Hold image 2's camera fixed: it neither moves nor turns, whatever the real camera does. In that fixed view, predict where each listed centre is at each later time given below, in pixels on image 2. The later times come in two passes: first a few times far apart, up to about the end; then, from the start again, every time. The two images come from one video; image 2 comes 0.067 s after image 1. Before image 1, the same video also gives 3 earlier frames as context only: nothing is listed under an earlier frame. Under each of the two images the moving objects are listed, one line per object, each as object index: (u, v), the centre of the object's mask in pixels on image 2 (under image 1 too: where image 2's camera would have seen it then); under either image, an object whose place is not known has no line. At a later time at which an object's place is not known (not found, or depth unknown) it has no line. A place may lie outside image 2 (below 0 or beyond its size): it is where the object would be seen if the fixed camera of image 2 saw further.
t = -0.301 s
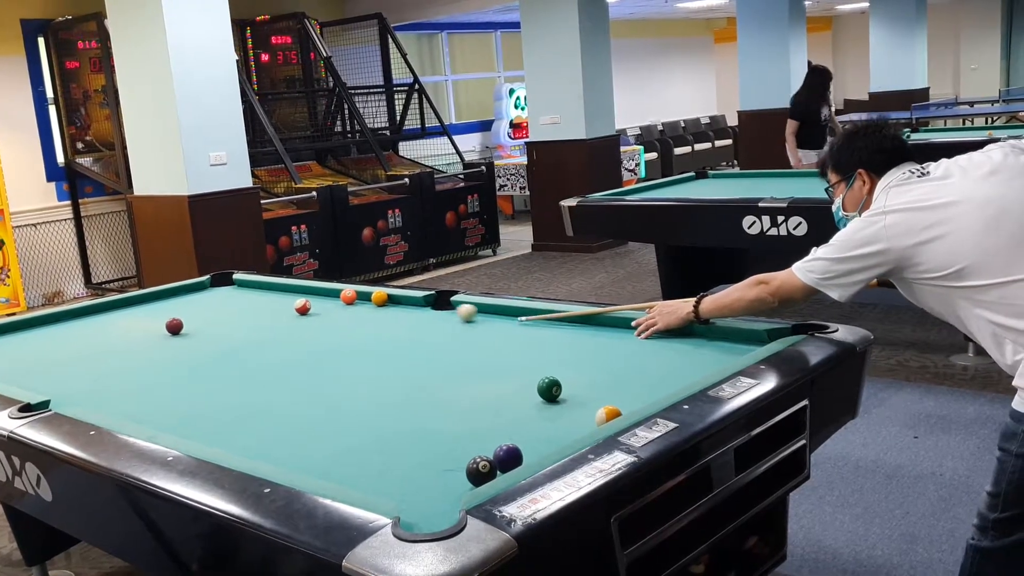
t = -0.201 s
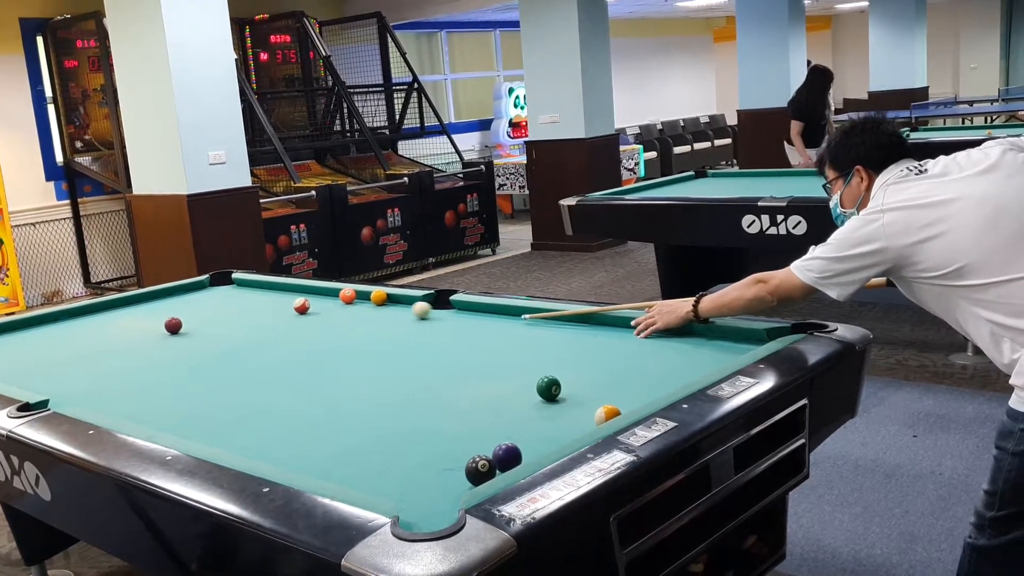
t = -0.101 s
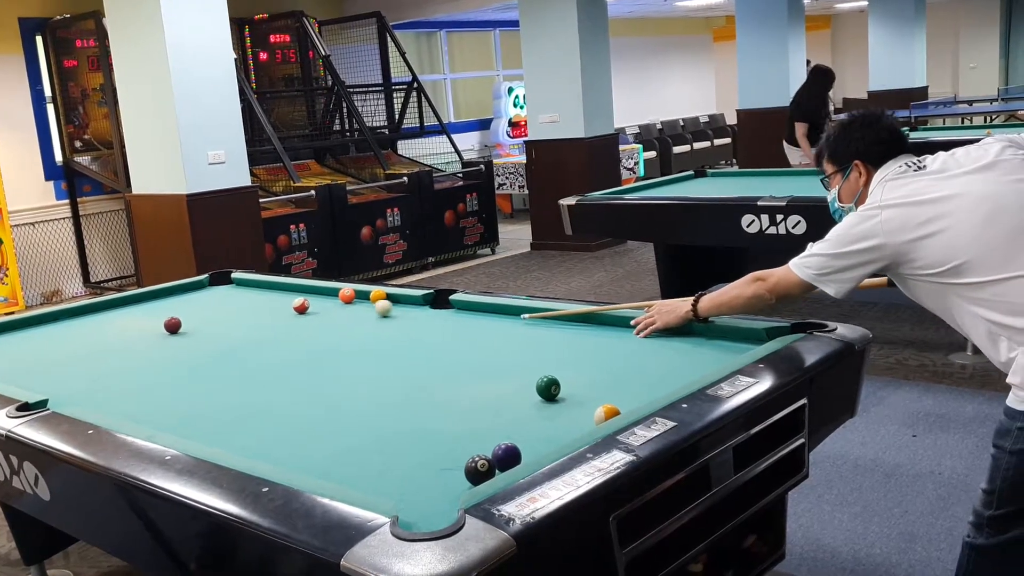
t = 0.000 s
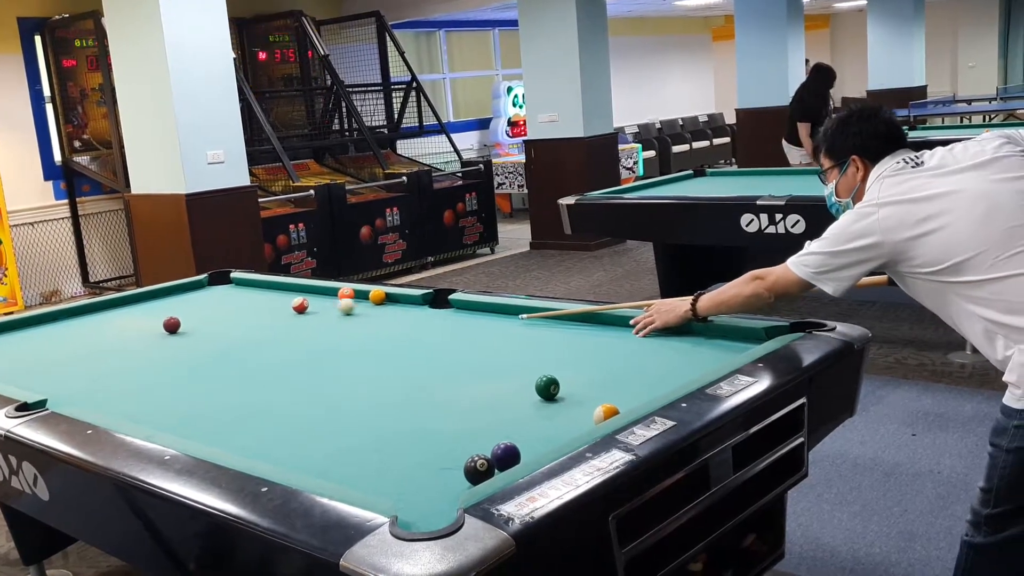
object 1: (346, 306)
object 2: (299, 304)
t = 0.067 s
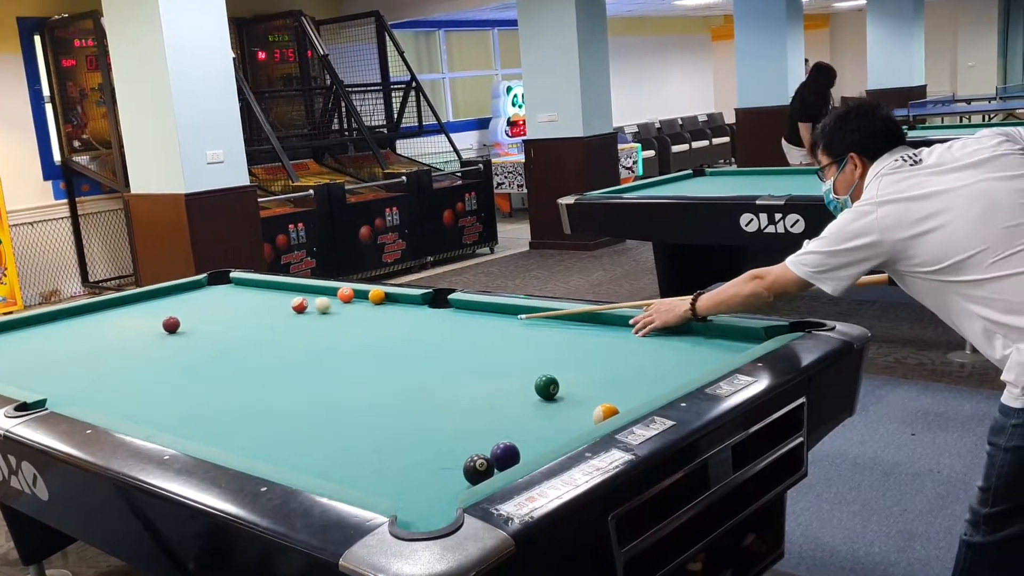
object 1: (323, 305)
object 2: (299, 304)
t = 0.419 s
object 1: (301, 300)
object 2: (220, 305)
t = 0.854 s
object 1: (282, 295)
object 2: (137, 304)
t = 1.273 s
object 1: (268, 290)
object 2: (104, 307)
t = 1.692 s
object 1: (257, 287)
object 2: (112, 313)
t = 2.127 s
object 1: (249, 284)
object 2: (121, 319)
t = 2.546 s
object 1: (239, 283)
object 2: (128, 324)
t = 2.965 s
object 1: (232, 282)
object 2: (138, 328)
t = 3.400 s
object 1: (229, 282)
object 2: (148, 332)
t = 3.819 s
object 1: (229, 282)
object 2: (157, 335)
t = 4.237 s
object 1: (229, 282)
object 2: (164, 336)
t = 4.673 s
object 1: (229, 282)
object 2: (170, 337)
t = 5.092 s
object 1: (229, 282)
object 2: (174, 337)
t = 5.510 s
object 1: (229, 282)
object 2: (174, 337)
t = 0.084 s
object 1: (317, 305)
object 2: (299, 305)
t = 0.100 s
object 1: (314, 305)
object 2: (297, 304)
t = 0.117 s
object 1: (314, 304)
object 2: (291, 304)
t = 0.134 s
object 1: (314, 304)
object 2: (286, 304)
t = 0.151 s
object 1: (314, 304)
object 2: (281, 304)
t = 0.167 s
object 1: (314, 304)
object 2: (277, 304)
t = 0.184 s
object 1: (314, 303)
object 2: (272, 305)
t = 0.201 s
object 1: (313, 303)
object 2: (267, 304)
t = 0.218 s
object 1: (312, 303)
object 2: (264, 304)
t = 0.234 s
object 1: (311, 303)
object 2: (259, 304)
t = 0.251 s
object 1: (310, 303)
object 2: (256, 304)
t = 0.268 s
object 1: (309, 302)
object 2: (253, 305)
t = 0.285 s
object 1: (308, 302)
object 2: (249, 305)
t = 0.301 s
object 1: (307, 302)
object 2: (245, 305)
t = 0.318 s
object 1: (307, 302)
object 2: (242, 305)
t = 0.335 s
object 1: (306, 301)
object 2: (238, 305)
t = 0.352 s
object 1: (305, 301)
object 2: (234, 304)
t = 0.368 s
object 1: (304, 301)
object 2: (231, 304)
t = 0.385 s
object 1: (303, 301)
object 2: (227, 304)
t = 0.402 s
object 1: (302, 300)
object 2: (224, 304)
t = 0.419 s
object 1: (301, 300)
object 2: (220, 305)
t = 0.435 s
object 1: (301, 300)
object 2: (217, 304)
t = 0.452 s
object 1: (300, 300)
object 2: (214, 305)
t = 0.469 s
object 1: (299, 300)
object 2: (210, 305)
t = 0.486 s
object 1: (298, 299)
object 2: (207, 304)
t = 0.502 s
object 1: (297, 299)
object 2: (203, 305)
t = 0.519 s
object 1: (297, 299)
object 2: (200, 305)
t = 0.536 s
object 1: (296, 299)
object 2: (197, 305)
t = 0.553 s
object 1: (295, 298)
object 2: (194, 305)
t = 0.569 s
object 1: (294, 298)
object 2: (191, 305)
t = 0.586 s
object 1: (293, 298)
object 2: (187, 305)
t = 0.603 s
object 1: (293, 298)
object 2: (184, 305)
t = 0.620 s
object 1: (292, 297)
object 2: (181, 305)
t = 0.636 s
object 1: (291, 297)
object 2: (177, 305)
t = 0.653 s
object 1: (290, 297)
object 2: (174, 305)
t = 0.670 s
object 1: (290, 297)
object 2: (171, 304)
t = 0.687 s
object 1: (289, 297)
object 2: (168, 305)
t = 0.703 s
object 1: (288, 296)
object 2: (164, 304)
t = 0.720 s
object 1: (288, 296)
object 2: (162, 304)
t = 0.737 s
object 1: (287, 296)
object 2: (159, 304)
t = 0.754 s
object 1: (286, 296)
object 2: (156, 304)
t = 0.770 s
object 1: (285, 296)
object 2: (152, 304)
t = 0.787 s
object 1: (285, 295)
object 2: (149, 304)
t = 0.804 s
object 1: (284, 295)
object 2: (146, 304)
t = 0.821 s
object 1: (283, 295)
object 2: (143, 304)
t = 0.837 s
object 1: (283, 295)
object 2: (140, 304)
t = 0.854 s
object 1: (282, 295)
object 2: (137, 304)
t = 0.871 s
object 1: (281, 294)
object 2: (135, 304)
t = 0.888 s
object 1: (281, 294)
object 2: (132, 304)
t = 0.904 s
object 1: (280, 294)
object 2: (129, 304)
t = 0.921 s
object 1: (280, 294)
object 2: (126, 304)
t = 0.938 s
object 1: (279, 294)
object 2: (123, 304)
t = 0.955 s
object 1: (278, 294)
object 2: (120, 304)
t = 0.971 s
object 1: (278, 293)
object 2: (117, 304)
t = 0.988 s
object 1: (277, 293)
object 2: (114, 304)
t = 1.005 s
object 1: (277, 293)
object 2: (111, 304)
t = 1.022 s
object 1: (276, 293)
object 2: (108, 304)
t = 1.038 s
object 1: (276, 292)
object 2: (106, 304)
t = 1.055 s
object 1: (275, 292)
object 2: (103, 305)
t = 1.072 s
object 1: (274, 292)
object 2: (101, 305)
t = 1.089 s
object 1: (274, 292)
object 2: (101, 305)
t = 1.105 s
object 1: (273, 292)
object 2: (101, 305)
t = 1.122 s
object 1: (273, 292)
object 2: (101, 305)
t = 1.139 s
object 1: (272, 292)
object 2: (101, 305)
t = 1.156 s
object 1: (272, 292)
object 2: (102, 305)
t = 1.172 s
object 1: (271, 291)
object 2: (102, 305)
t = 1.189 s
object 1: (271, 291)
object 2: (102, 306)
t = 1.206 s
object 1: (270, 291)
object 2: (103, 306)
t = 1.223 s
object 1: (269, 290)
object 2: (103, 306)
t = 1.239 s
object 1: (269, 290)
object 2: (103, 306)
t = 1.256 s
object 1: (268, 290)
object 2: (103, 307)
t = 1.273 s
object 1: (268, 290)
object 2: (104, 307)
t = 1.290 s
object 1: (267, 290)
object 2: (104, 307)
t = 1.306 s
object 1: (267, 290)
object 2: (104, 307)
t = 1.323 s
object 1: (266, 290)
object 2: (104, 308)
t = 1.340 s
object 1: (266, 289)
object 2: (105, 308)
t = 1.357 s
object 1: (265, 289)
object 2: (105, 308)
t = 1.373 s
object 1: (265, 289)
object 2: (106, 308)
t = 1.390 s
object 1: (264, 289)
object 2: (106, 309)
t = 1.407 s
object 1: (264, 289)
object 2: (106, 309)
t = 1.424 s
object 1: (263, 289)
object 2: (106, 309)
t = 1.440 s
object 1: (263, 289)
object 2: (107, 310)
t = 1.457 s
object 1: (263, 289)
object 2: (107, 310)
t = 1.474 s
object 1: (262, 288)
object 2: (107, 310)
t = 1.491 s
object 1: (262, 288)
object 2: (108, 310)
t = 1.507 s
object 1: (261, 288)
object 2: (108, 310)
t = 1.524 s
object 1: (261, 288)
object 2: (109, 311)
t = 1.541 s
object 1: (260, 288)
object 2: (109, 311)
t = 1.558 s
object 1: (260, 288)
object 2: (109, 311)
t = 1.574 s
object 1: (260, 288)
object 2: (109, 311)
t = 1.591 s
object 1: (259, 287)
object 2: (110, 312)
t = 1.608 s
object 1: (259, 287)
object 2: (110, 312)
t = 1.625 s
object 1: (258, 287)
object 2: (110, 312)
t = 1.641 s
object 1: (258, 287)
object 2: (110, 312)
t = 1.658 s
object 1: (258, 287)
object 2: (111, 312)
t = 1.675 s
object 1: (257, 287)
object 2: (111, 313)
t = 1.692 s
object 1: (257, 287)
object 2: (112, 313)
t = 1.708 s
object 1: (256, 286)
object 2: (112, 313)
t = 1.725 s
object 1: (256, 286)
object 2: (112, 313)
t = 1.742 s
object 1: (256, 286)
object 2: (113, 314)
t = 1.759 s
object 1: (255, 286)
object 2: (113, 314)
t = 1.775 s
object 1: (255, 286)
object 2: (113, 314)
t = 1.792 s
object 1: (255, 286)
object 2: (114, 314)
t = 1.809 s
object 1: (254, 286)
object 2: (114, 315)
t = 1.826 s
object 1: (254, 286)
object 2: (114, 315)
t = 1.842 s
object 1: (254, 286)
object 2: (114, 315)
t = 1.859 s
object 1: (253, 285)
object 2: (115, 315)
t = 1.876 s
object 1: (253, 285)
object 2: (115, 315)
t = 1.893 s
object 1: (252, 285)
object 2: (116, 316)
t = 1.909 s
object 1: (252, 285)
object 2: (116, 316)
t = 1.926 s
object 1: (252, 285)
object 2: (116, 316)
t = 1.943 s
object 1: (252, 285)
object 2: (117, 317)
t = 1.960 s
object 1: (251, 285)
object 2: (117, 317)
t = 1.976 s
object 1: (251, 285)
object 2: (117, 317)
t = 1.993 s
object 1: (251, 285)
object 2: (117, 318)
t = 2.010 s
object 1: (250, 284)
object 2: (118, 318)
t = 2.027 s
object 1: (250, 284)
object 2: (119, 318)
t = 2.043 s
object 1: (250, 284)
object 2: (119, 318)
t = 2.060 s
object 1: (250, 284)
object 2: (119, 318)
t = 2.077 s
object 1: (249, 284)
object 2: (119, 318)
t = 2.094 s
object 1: (249, 284)
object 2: (120, 319)
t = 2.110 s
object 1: (249, 284)
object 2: (120, 319)
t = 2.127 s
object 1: (249, 284)
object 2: (121, 319)
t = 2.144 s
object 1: (248, 284)
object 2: (121, 319)
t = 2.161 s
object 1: (248, 283)
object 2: (121, 320)
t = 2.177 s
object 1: (248, 283)
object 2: (122, 320)
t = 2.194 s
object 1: (248, 283)
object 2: (122, 320)
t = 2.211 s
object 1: (247, 283)
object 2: (122, 320)
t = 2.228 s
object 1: (247, 283)
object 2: (123, 320)
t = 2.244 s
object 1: (247, 283)
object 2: (123, 320)
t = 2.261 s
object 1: (246, 283)
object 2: (123, 321)
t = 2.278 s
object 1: (246, 283)
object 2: (123, 321)
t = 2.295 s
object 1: (246, 283)
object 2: (124, 321)
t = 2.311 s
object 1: (245, 283)
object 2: (124, 321)
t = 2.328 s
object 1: (245, 283)
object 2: (124, 321)
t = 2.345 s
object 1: (244, 283)
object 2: (125, 322)
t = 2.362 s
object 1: (244, 283)
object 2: (125, 322)
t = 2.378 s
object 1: (243, 283)
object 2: (125, 322)
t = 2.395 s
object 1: (243, 283)
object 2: (126, 322)
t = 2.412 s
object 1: (243, 283)
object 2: (126, 323)
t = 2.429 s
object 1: (242, 283)
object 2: (127, 323)
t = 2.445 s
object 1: (242, 283)
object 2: (127, 323)
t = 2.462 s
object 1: (241, 283)
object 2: (127, 323)
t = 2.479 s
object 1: (241, 283)
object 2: (127, 323)
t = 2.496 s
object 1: (241, 283)
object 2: (128, 323)
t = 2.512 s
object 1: (240, 283)
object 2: (128, 324)
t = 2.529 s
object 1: (240, 283)
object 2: (128, 324)
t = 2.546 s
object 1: (239, 283)
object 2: (128, 324)
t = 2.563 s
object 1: (239, 283)
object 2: (129, 324)
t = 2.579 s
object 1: (239, 283)
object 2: (129, 325)
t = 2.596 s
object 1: (238, 283)
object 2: (129, 325)
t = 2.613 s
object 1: (238, 283)
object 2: (130, 325)
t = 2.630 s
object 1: (237, 283)
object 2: (131, 325)
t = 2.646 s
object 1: (237, 283)
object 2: (131, 325)
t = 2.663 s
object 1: (237, 283)
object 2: (131, 326)
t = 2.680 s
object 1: (237, 283)
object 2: (132, 325)
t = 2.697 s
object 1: (236, 283)
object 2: (132, 326)
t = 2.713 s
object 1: (236, 283)
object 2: (133, 326)
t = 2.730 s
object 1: (236, 283)
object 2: (133, 326)
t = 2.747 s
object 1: (235, 283)
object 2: (133, 326)
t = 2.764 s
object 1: (235, 283)
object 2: (134, 326)
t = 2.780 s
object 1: (235, 283)
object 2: (134, 326)
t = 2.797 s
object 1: (235, 283)
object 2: (135, 327)
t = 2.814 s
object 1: (234, 283)
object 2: (135, 327)
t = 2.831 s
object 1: (234, 283)
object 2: (135, 327)
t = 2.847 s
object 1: (234, 283)
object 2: (136, 327)
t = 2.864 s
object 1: (234, 283)
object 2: (136, 327)
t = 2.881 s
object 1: (233, 282)
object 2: (136, 327)
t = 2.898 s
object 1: (233, 282)
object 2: (136, 327)
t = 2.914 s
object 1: (233, 283)
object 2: (137, 328)
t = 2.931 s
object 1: (233, 282)
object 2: (137, 328)
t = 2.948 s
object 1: (232, 282)
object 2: (138, 328)
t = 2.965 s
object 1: (232, 282)
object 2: (138, 328)
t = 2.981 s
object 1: (232, 282)
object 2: (139, 328)
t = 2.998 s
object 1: (232, 282)
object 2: (139, 328)
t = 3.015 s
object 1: (232, 282)
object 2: (139, 329)
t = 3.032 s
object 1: (232, 282)
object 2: (140, 329)
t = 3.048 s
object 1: (231, 282)
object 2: (140, 329)
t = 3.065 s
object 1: (231, 282)
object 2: (140, 329)
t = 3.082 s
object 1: (231, 282)
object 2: (141, 329)
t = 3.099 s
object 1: (231, 282)
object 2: (141, 329)
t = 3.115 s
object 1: (231, 282)
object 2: (142, 329)
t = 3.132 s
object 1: (231, 282)
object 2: (142, 329)
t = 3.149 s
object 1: (231, 282)
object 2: (142, 330)
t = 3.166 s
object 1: (230, 282)
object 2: (143, 330)
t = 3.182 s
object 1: (230, 282)
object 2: (143, 330)
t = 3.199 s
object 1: (230, 282)
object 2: (143, 330)
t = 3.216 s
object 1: (230, 282)
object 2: (144, 330)
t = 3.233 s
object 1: (230, 282)
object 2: (144, 330)
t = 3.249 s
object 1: (230, 282)
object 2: (145, 331)
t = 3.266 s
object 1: (230, 282)
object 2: (145, 331)
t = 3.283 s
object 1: (230, 282)
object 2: (146, 331)
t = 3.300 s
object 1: (230, 282)
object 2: (146, 331)
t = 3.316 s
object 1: (230, 282)
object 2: (146, 331)
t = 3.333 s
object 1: (230, 282)
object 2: (146, 331)
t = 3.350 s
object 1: (229, 282)
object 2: (147, 332)
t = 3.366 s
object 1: (229, 282)
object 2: (147, 332)
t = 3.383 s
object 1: (229, 282)
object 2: (148, 332)
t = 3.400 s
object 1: (229, 282)
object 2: (148, 332)
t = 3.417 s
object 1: (229, 282)
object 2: (148, 332)
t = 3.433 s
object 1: (229, 282)
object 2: (149, 332)
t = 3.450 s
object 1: (229, 282)
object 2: (149, 332)
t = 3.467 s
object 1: (229, 282)
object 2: (149, 332)
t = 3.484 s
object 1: (229, 282)
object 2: (149, 332)
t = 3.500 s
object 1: (229, 282)
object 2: (150, 333)
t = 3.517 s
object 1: (229, 282)
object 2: (150, 333)
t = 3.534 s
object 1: (229, 282)
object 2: (150, 333)
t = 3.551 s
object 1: (229, 282)
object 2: (151, 333)
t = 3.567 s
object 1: (229, 282)
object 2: (151, 333)
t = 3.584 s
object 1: (229, 282)
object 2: (152, 333)
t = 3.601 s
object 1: (229, 282)
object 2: (152, 333)
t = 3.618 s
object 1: (229, 282)
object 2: (153, 333)
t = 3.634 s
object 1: (229, 282)
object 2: (153, 333)
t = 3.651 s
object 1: (229, 282)
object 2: (153, 333)
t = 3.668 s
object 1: (229, 282)
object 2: (154, 334)
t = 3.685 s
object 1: (229, 282)
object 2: (154, 334)
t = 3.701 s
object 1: (229, 282)
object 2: (154, 334)
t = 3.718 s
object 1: (229, 282)
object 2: (155, 334)
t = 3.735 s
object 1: (229, 282)
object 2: (155, 334)
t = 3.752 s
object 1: (229, 282)
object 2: (156, 334)
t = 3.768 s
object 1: (229, 282)
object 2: (156, 334)
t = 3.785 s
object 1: (229, 282)
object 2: (156, 334)
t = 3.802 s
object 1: (229, 282)
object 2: (157, 334)
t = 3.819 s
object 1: (229, 282)
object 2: (157, 335)
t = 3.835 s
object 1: (229, 282)
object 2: (157, 335)
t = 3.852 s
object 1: (229, 282)
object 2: (158, 335)
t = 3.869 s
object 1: (229, 282)
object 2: (158, 335)
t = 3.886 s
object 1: (229, 282)
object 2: (158, 335)
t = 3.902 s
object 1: (229, 282)
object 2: (158, 335)
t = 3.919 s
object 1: (229, 282)
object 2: (159, 335)
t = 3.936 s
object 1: (229, 282)
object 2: (159, 335)
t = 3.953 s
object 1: (229, 282)
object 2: (159, 335)
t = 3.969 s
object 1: (229, 282)
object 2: (159, 335)
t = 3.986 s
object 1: (229, 282)
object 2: (160, 335)
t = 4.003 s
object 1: (229, 282)
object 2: (160, 335)
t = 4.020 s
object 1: (229, 282)
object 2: (160, 335)
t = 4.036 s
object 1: (229, 282)
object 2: (161, 335)
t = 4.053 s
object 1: (229, 282)
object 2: (161, 335)
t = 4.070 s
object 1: (229, 282)
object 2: (161, 336)
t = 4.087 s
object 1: (229, 282)
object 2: (162, 336)
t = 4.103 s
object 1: (229, 282)
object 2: (162, 336)
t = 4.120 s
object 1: (229, 282)
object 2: (162, 336)
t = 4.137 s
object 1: (229, 282)
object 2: (162, 336)
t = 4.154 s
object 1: (229, 282)
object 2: (163, 336)
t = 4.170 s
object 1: (229, 282)
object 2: (163, 336)
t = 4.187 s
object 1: (229, 282)
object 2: (163, 336)
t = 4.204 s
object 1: (229, 282)
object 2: (163, 336)
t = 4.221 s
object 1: (229, 282)
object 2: (163, 336)
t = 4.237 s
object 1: (229, 282)
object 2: (164, 336)
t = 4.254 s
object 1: (229, 282)
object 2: (164, 336)
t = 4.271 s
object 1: (229, 282)
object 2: (164, 337)
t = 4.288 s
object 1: (229, 282)
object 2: (165, 337)
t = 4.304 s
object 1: (229, 282)
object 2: (165, 337)
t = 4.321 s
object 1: (229, 282)
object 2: (165, 337)
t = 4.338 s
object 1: (229, 282)
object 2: (165, 337)
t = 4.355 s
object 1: (229, 282)
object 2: (165, 337)
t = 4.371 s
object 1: (229, 282)
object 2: (166, 337)
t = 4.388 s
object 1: (229, 282)
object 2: (166, 337)
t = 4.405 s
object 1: (229, 282)
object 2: (166, 337)
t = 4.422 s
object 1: (229, 282)
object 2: (166, 337)
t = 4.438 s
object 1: (229, 282)
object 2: (167, 337)
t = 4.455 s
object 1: (229, 282)
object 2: (167, 337)
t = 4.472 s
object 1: (229, 282)
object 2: (167, 337)
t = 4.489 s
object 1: (229, 282)
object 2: (167, 337)
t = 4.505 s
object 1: (229, 282)
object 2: (167, 337)
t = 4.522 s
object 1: (229, 282)
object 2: (167, 337)
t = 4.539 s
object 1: (229, 282)
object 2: (168, 337)
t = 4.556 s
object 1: (229, 282)
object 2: (168, 337)
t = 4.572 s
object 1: (229, 282)
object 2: (168, 337)
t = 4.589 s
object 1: (229, 282)
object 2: (168, 337)
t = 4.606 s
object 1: (229, 282)
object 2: (169, 337)
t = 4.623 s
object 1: (229, 282)
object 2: (169, 337)
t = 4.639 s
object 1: (229, 282)
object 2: (169, 337)
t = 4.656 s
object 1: (229, 282)
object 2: (169, 337)
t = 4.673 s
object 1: (229, 282)
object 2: (170, 337)
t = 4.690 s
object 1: (229, 282)
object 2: (170, 337)
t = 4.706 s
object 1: (229, 282)
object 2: (170, 337)
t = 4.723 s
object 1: (229, 282)
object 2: (171, 337)
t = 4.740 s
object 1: (229, 282)
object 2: (170, 337)
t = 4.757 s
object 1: (229, 282)
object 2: (171, 337)
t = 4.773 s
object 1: (229, 282)
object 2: (171, 337)
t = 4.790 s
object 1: (229, 282)
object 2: (171, 337)
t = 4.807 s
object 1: (229, 282)
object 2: (171, 337)
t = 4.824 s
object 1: (229, 282)
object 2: (171, 337)
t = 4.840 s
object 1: (229, 282)
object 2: (172, 337)
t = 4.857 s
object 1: (229, 282)
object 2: (172, 337)
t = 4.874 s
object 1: (229, 282)
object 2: (172, 337)
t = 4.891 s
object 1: (229, 282)
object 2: (172, 337)
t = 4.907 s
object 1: (229, 282)
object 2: (172, 337)
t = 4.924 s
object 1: (229, 282)
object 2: (172, 337)
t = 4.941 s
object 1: (229, 282)
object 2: (173, 337)
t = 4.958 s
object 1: (229, 282)
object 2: (173, 337)
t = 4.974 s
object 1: (229, 282)
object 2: (173, 337)
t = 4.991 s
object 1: (229, 282)
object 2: (173, 337)
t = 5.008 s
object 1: (229, 282)
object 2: (173, 337)
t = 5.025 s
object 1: (229, 282)
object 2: (173, 337)
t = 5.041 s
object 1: (229, 282)
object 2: (173, 337)
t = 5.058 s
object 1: (229, 282)
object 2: (174, 337)
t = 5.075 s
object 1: (229, 282)
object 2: (173, 337)
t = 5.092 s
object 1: (229, 282)
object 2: (174, 337)
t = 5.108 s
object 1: (229, 282)
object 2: (174, 338)
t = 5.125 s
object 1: (229, 282)
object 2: (174, 338)
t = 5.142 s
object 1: (229, 282)
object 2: (174, 338)
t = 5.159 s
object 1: (229, 282)
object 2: (174, 337)
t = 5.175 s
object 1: (229, 282)
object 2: (174, 338)
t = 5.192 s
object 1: (229, 282)
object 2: (174, 338)
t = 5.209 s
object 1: (229, 282)
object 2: (174, 338)
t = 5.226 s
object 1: (229, 282)
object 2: (174, 338)
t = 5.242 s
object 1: (229, 282)
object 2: (174, 338)
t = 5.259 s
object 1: (229, 282)
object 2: (174, 338)
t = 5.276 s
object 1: (229, 282)
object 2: (174, 338)
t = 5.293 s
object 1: (229, 282)
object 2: (174, 338)
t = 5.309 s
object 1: (229, 282)
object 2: (174, 338)
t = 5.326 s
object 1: (229, 282)
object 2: (174, 338)
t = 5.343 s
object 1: (229, 282)
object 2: (174, 337)
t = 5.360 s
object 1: (229, 282)
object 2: (174, 337)
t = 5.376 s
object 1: (229, 282)
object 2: (174, 337)
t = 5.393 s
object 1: (229, 282)
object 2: (173, 338)
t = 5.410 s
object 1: (229, 282)
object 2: (174, 337)
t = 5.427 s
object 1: (229, 282)
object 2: (173, 337)
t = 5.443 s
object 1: (229, 282)
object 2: (174, 337)
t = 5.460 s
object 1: (229, 282)
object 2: (173, 337)
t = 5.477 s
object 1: (229, 282)
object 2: (174, 337)
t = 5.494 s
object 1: (229, 282)
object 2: (174, 337)
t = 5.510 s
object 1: (229, 282)
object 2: (174, 337)
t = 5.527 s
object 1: (229, 282)
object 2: (174, 337)
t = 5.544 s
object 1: (229, 282)
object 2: (174, 337)
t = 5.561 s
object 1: (229, 282)
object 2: (174, 337)
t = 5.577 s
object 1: (229, 282)
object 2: (174, 337)
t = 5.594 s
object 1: (229, 282)
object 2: (174, 337)
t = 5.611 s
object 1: (229, 282)
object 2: (174, 337)
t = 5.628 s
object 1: (229, 282)
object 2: (174, 337)
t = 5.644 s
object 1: (229, 282)
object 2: (174, 337)
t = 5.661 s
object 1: (229, 282)
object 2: (174, 337)
